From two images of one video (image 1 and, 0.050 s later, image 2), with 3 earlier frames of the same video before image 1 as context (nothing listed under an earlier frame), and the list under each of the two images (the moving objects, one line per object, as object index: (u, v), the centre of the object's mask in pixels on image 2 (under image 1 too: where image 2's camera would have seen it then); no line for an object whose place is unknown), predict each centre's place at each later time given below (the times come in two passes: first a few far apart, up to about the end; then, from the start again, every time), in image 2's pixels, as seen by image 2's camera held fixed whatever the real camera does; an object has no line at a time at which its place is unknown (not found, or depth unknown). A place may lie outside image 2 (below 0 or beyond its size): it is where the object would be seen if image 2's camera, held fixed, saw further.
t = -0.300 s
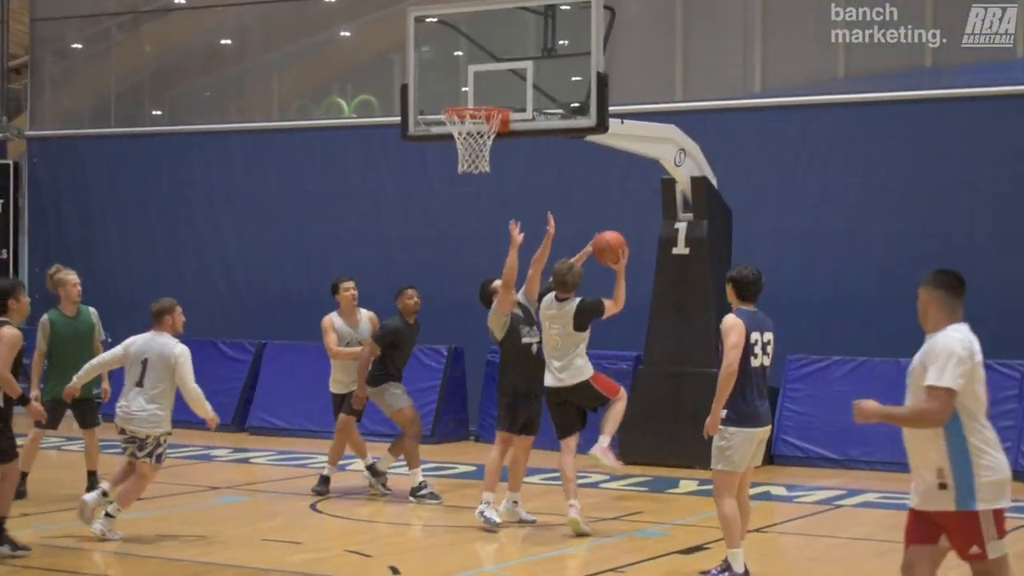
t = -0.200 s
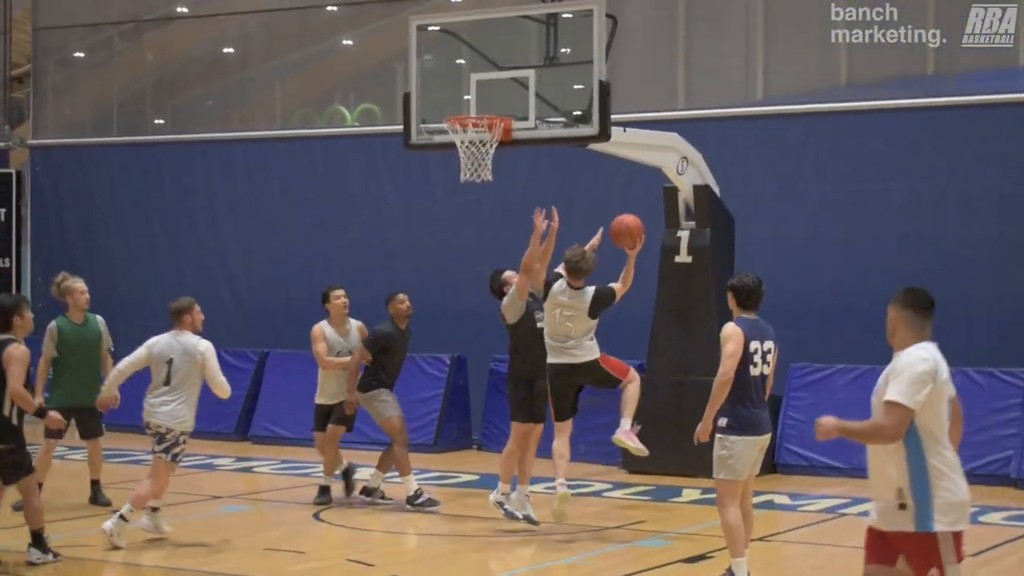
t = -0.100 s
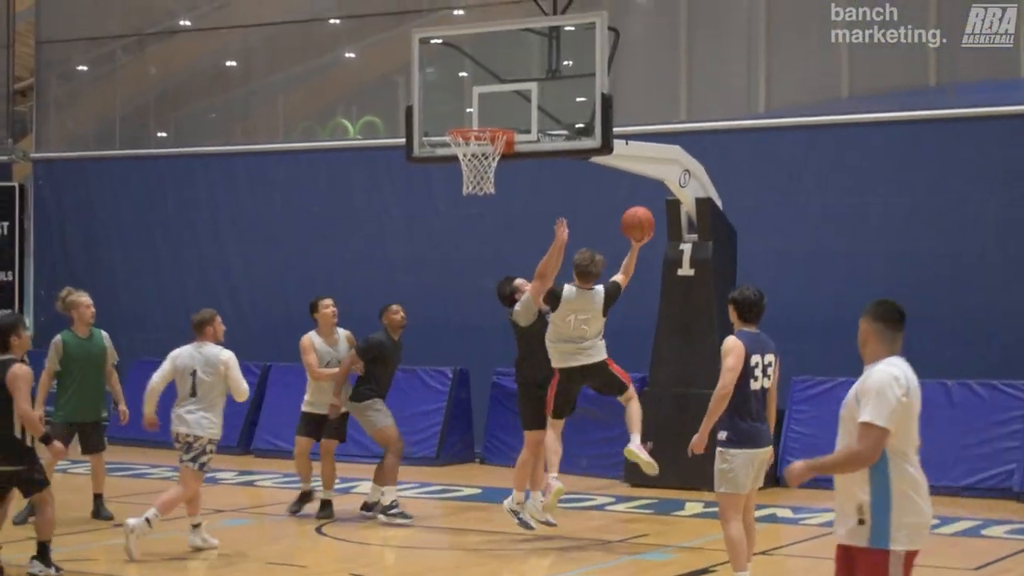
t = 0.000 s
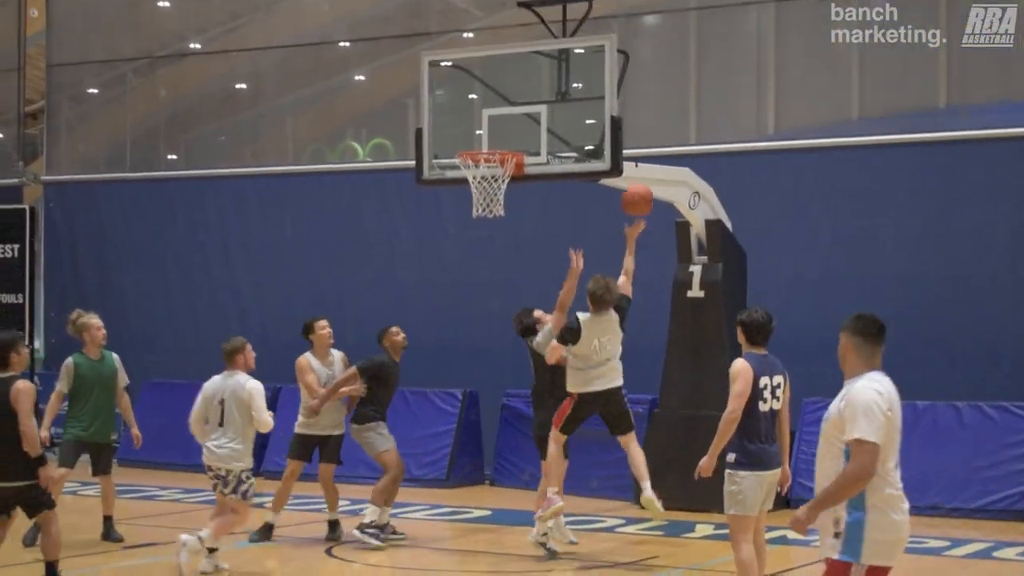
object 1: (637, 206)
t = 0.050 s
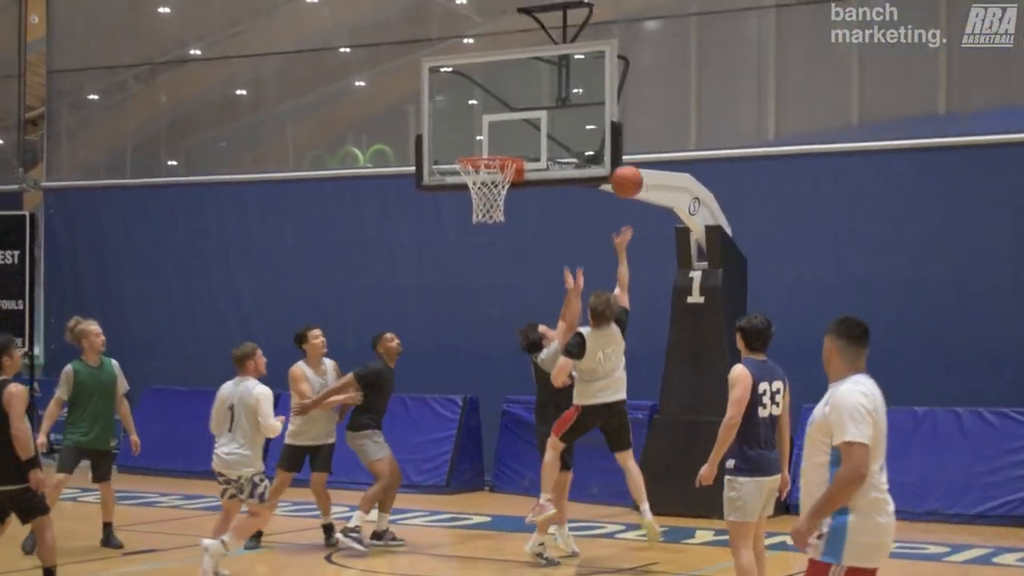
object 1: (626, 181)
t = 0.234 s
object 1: (590, 118)
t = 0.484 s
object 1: (539, 112)
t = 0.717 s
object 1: (491, 138)
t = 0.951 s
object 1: (475, 146)
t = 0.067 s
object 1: (624, 173)
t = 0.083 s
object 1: (621, 165)
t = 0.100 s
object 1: (618, 157)
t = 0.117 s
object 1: (614, 150)
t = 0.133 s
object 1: (611, 145)
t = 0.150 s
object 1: (608, 140)
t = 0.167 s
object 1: (605, 134)
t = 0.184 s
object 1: (601, 129)
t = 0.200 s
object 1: (597, 125)
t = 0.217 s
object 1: (593, 122)
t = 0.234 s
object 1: (590, 118)
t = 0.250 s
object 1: (587, 116)
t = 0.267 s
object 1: (584, 113)
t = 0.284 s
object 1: (580, 110)
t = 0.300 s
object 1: (576, 108)
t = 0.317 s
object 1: (573, 108)
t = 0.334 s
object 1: (570, 107)
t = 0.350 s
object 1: (567, 107)
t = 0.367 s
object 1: (563, 107)
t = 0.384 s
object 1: (560, 107)
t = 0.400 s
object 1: (557, 107)
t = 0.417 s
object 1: (554, 107)
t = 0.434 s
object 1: (550, 108)
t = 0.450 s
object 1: (546, 109)
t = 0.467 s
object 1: (542, 111)
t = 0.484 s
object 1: (539, 112)
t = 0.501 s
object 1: (535, 114)
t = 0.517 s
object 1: (531, 116)
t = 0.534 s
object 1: (527, 120)
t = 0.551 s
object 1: (524, 123)
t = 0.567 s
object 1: (520, 127)
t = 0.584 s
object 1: (516, 130)
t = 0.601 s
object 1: (511, 133)
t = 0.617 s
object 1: (508, 137)
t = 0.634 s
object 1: (505, 139)
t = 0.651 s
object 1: (502, 138)
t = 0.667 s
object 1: (499, 138)
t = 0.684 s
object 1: (496, 137)
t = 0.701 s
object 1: (494, 138)
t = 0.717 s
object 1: (491, 138)
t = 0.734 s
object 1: (488, 139)
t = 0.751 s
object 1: (485, 140)
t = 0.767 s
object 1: (481, 140)
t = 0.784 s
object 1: (479, 141)
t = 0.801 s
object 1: (475, 142)
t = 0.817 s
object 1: (474, 144)
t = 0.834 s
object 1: (473, 144)
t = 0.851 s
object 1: (473, 144)
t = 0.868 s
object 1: (474, 143)
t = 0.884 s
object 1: (474, 144)
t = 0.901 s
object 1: (474, 144)
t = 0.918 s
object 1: (474, 144)
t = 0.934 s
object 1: (474, 145)
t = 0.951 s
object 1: (475, 146)
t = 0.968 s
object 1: (475, 147)
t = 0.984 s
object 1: (476, 148)
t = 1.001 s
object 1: (475, 149)
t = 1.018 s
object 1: (475, 151)
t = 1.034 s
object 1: (476, 169)
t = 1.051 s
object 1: (477, 169)
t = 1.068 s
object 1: (478, 171)
